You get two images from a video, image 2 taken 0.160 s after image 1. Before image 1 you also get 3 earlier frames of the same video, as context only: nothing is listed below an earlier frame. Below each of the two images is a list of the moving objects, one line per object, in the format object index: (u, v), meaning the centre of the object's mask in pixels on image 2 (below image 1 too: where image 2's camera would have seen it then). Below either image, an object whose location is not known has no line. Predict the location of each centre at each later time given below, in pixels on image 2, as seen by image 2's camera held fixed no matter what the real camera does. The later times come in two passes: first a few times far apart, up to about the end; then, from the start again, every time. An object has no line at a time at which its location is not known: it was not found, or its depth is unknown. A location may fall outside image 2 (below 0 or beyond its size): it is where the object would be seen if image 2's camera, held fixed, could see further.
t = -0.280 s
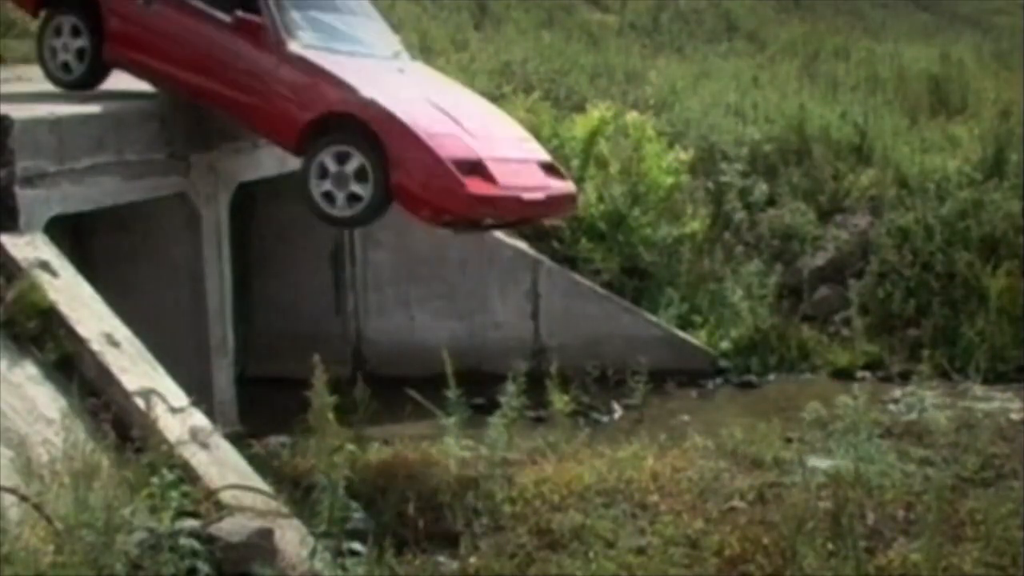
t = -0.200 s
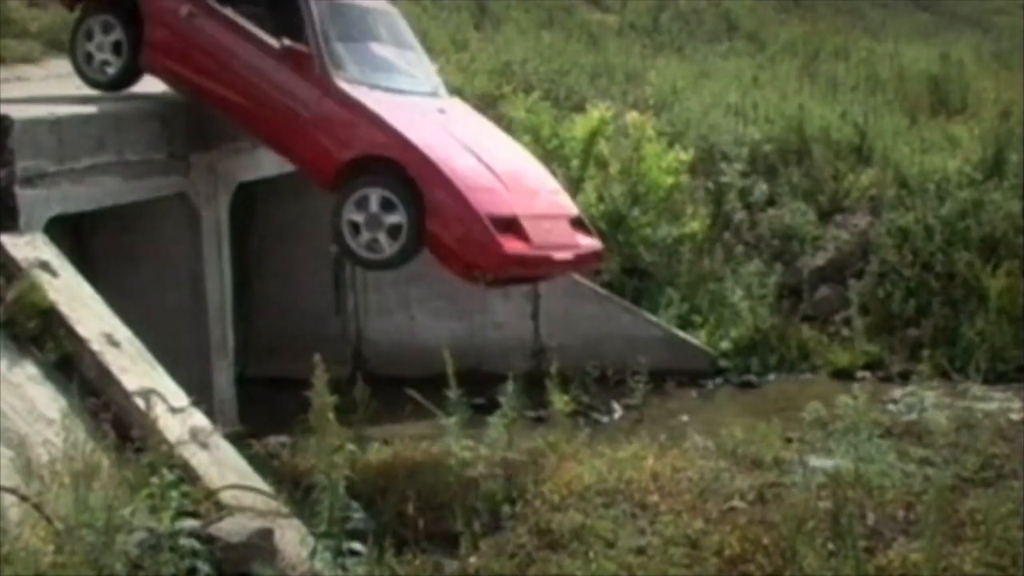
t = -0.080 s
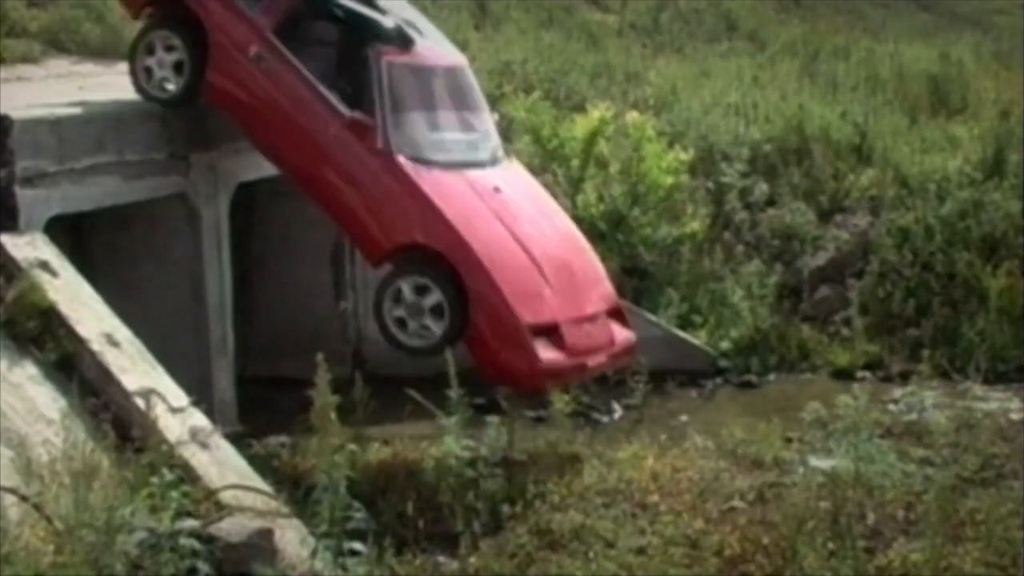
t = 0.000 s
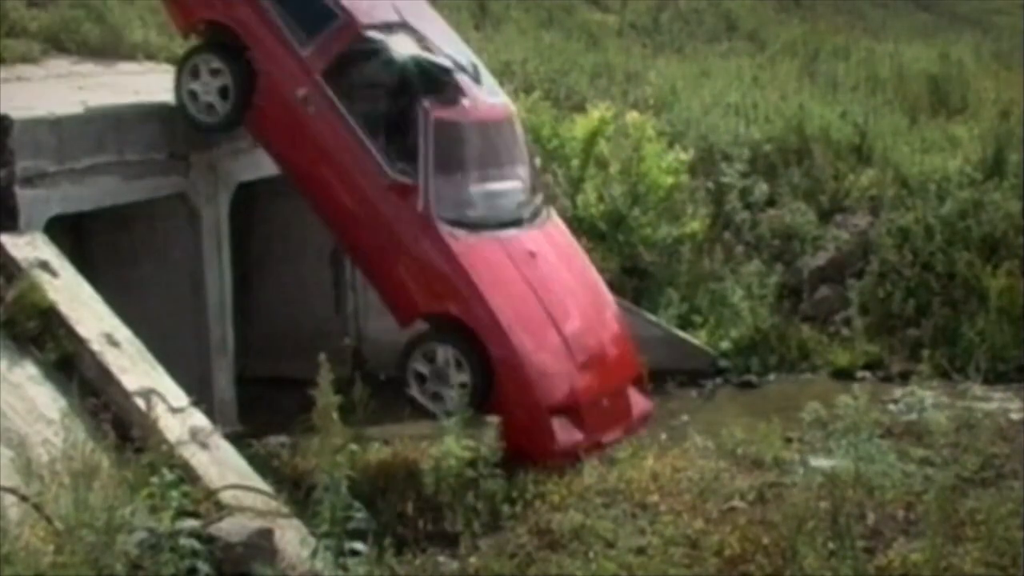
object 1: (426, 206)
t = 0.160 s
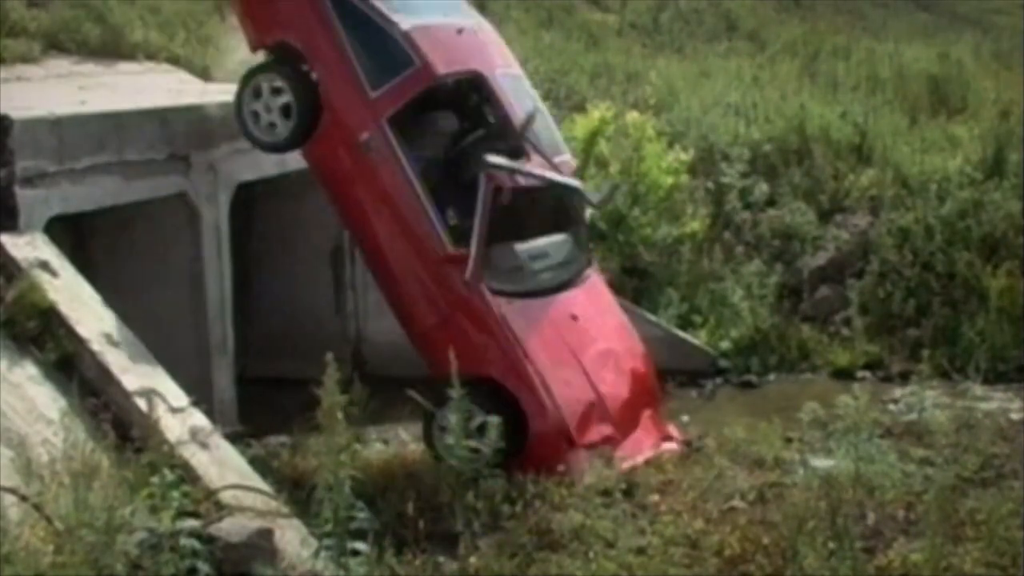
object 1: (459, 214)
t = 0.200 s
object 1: (465, 213)
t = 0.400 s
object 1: (476, 213)
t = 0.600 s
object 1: (462, 214)
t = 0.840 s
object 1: (413, 225)
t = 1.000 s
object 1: (406, 233)
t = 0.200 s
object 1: (465, 213)
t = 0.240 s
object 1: (470, 213)
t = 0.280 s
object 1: (475, 215)
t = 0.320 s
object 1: (473, 211)
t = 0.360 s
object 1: (480, 216)
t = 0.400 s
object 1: (476, 213)
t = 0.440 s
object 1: (475, 212)
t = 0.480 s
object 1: (473, 214)
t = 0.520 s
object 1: (470, 214)
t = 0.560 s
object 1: (467, 215)
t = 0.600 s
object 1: (462, 214)
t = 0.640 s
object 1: (456, 217)
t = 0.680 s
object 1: (448, 216)
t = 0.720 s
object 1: (441, 219)
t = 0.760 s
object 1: (432, 220)
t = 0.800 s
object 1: (423, 222)
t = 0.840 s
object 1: (413, 225)
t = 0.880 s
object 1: (408, 235)
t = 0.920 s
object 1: (402, 235)
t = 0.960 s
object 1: (403, 233)
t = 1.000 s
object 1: (406, 233)
